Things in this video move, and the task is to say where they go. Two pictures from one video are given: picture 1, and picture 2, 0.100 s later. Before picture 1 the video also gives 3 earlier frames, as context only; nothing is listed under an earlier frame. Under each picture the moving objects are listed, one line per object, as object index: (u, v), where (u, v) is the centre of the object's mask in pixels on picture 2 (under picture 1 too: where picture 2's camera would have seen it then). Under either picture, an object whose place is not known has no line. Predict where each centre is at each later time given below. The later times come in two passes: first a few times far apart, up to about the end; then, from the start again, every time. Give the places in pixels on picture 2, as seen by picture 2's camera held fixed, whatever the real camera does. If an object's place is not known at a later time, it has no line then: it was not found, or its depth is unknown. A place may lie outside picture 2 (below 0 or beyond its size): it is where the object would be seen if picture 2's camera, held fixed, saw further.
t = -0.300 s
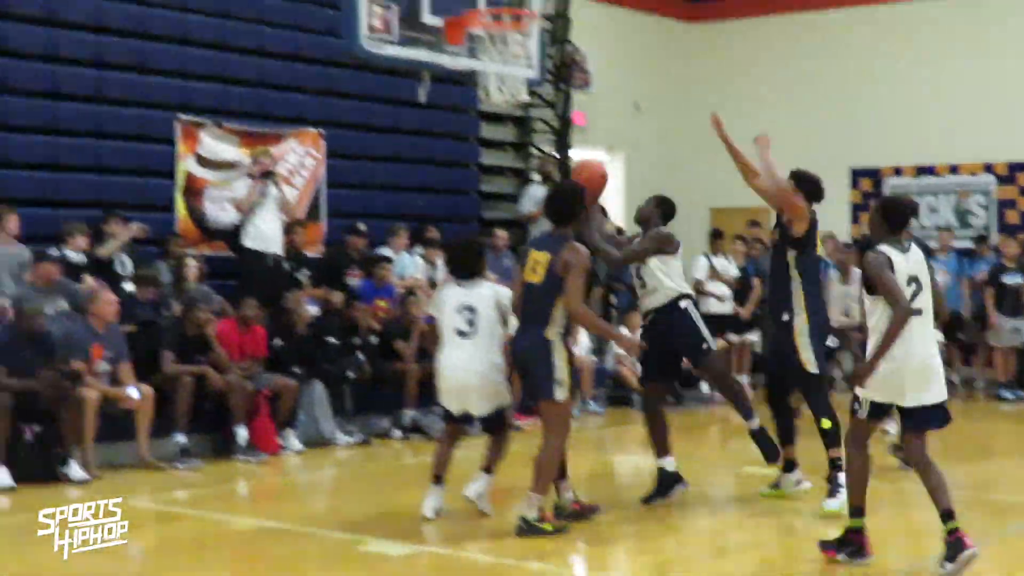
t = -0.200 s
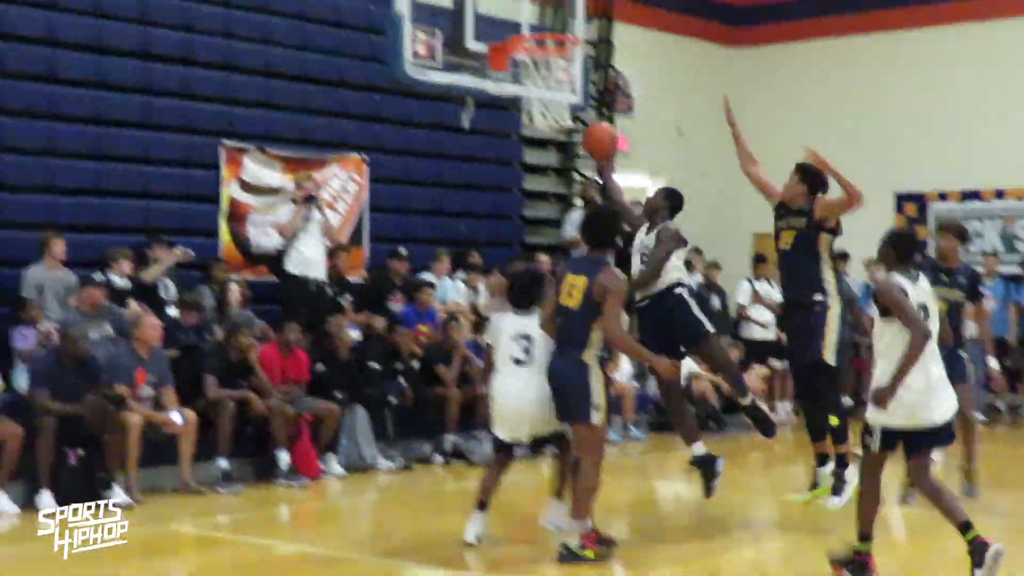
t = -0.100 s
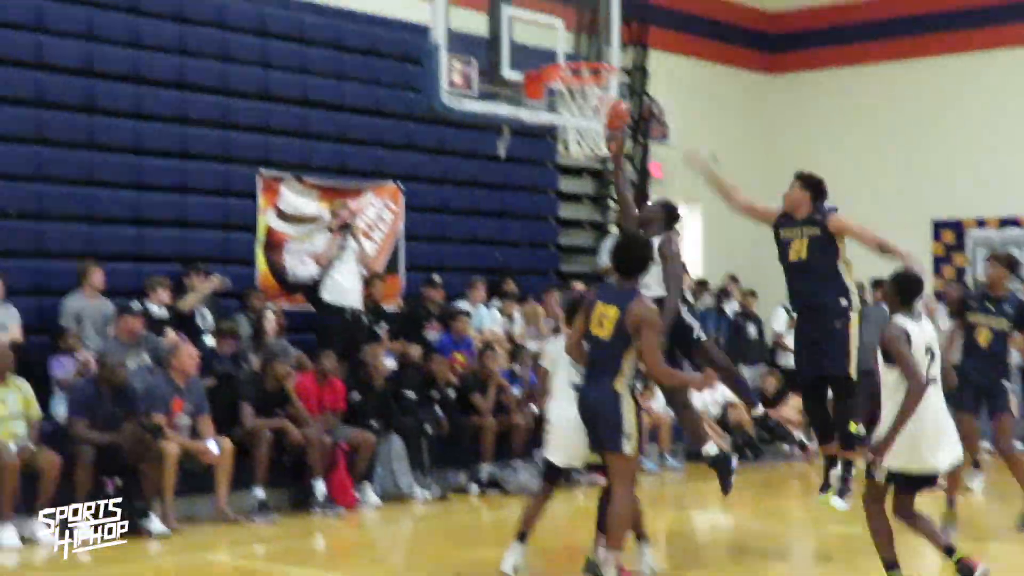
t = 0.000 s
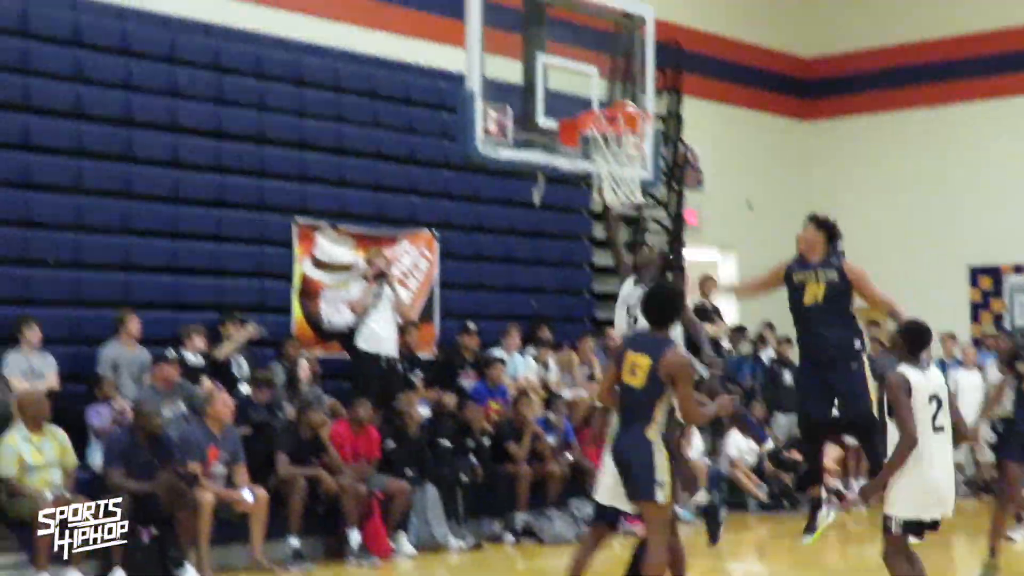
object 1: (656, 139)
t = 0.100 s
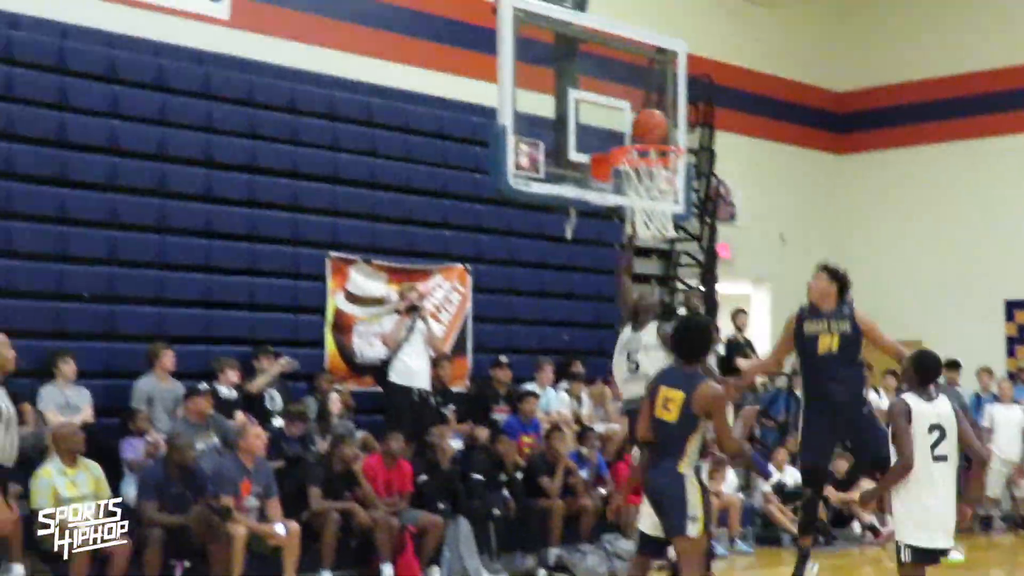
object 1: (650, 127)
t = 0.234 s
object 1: (653, 117)
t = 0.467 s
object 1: (659, 166)
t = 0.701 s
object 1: (659, 239)
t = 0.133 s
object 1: (651, 122)
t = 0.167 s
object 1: (652, 119)
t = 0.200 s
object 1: (652, 117)
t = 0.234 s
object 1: (653, 117)
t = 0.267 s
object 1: (654, 119)
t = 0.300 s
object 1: (656, 123)
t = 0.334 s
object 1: (658, 127)
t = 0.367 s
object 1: (659, 131)
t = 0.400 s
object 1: (659, 135)
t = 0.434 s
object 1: (660, 153)
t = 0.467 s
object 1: (659, 166)
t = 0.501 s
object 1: (660, 178)
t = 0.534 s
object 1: (662, 193)
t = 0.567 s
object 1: (659, 208)
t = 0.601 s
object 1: (659, 215)
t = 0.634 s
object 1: (658, 221)
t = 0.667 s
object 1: (659, 230)
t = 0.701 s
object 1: (659, 239)
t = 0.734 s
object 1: (659, 251)
